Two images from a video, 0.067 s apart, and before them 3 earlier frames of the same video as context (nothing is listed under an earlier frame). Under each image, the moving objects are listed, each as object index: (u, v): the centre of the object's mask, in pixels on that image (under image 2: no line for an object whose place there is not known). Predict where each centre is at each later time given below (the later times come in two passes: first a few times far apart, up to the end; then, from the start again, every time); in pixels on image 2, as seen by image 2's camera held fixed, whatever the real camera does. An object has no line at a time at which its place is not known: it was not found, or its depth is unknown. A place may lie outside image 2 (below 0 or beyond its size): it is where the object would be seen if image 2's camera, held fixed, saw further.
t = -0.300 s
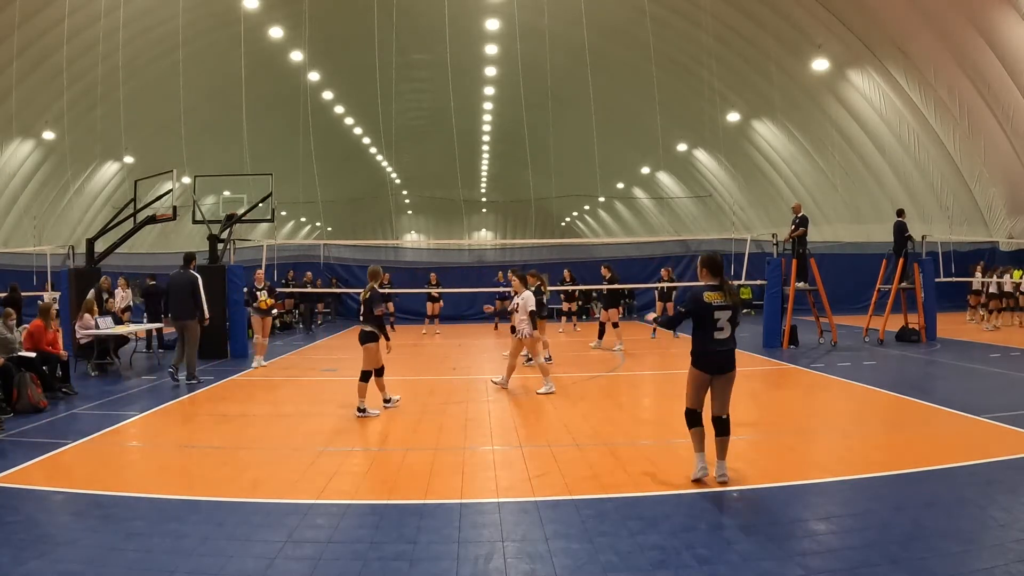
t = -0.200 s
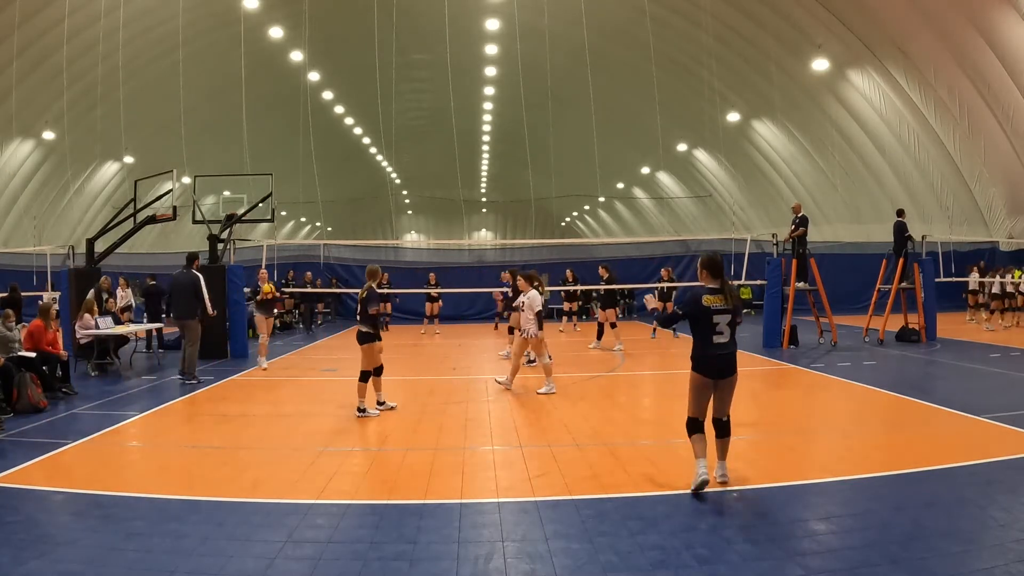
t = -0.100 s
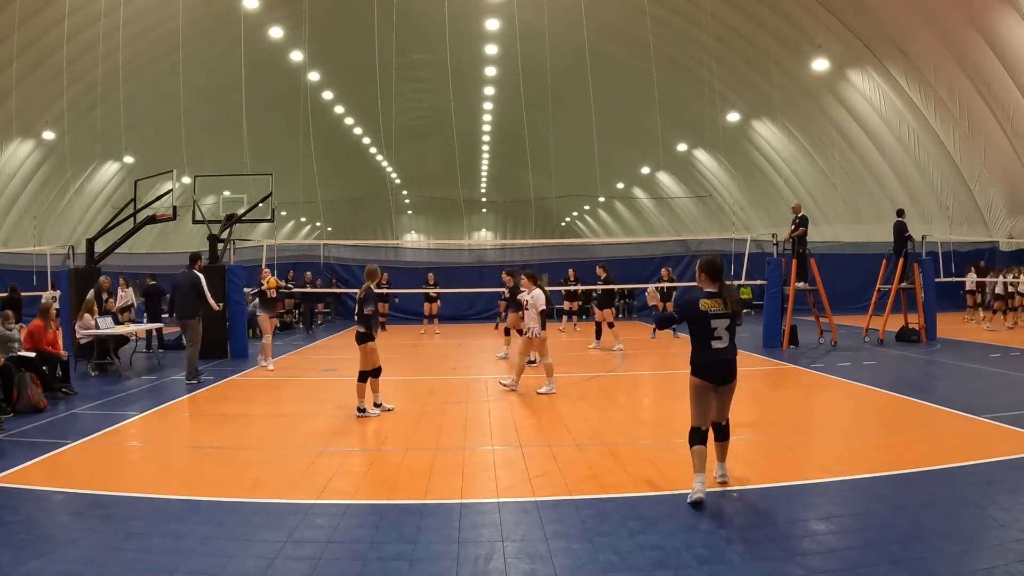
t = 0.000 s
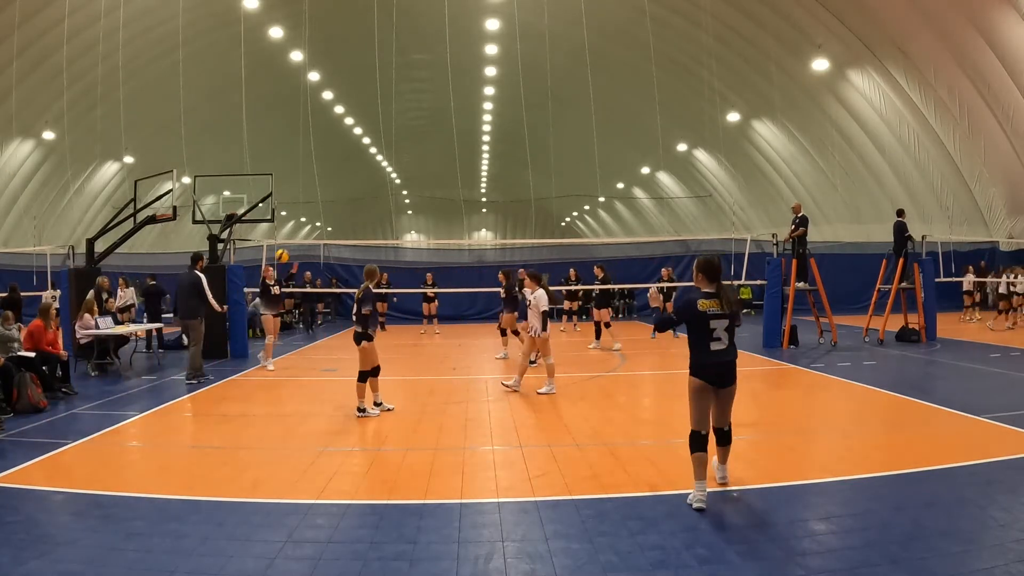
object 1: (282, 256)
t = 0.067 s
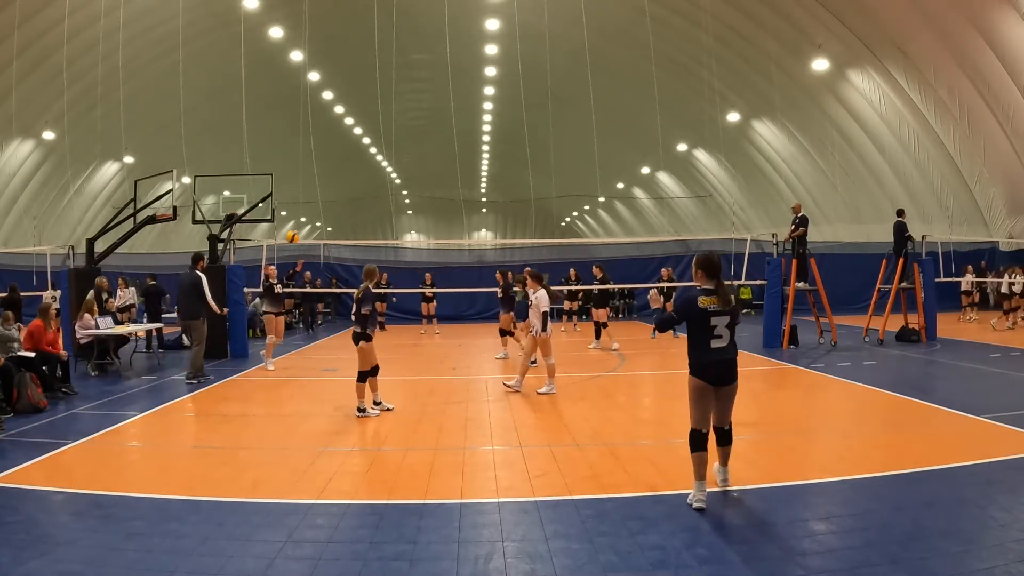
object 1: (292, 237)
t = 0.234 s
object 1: (320, 198)
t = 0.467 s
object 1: (368, 171)
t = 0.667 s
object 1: (421, 182)
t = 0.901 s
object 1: (506, 257)
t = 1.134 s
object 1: (622, 429)
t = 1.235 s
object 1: (666, 439)
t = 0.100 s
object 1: (297, 228)
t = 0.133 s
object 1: (303, 220)
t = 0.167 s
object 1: (308, 212)
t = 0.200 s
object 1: (314, 205)
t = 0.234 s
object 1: (320, 198)
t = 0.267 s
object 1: (326, 192)
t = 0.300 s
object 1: (333, 187)
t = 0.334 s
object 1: (339, 181)
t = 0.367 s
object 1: (346, 178)
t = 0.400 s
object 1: (353, 175)
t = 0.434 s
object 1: (360, 172)
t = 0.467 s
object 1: (368, 171)
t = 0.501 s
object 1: (375, 171)
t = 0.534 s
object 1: (383, 170)
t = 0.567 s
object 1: (393, 172)
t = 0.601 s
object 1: (401, 174)
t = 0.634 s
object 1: (411, 177)
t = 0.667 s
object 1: (421, 182)
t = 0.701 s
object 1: (431, 188)
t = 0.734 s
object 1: (443, 195)
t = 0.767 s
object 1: (454, 205)
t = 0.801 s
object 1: (466, 215)
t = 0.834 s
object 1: (478, 227)
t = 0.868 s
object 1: (492, 241)
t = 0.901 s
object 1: (506, 257)
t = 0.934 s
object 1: (520, 275)
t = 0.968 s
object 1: (534, 294)
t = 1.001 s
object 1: (551, 317)
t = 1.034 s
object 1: (568, 341)
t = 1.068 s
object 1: (585, 368)
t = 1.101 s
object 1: (603, 397)
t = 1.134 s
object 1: (622, 429)
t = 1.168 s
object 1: (641, 462)
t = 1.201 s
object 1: (655, 460)
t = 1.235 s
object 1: (666, 439)
